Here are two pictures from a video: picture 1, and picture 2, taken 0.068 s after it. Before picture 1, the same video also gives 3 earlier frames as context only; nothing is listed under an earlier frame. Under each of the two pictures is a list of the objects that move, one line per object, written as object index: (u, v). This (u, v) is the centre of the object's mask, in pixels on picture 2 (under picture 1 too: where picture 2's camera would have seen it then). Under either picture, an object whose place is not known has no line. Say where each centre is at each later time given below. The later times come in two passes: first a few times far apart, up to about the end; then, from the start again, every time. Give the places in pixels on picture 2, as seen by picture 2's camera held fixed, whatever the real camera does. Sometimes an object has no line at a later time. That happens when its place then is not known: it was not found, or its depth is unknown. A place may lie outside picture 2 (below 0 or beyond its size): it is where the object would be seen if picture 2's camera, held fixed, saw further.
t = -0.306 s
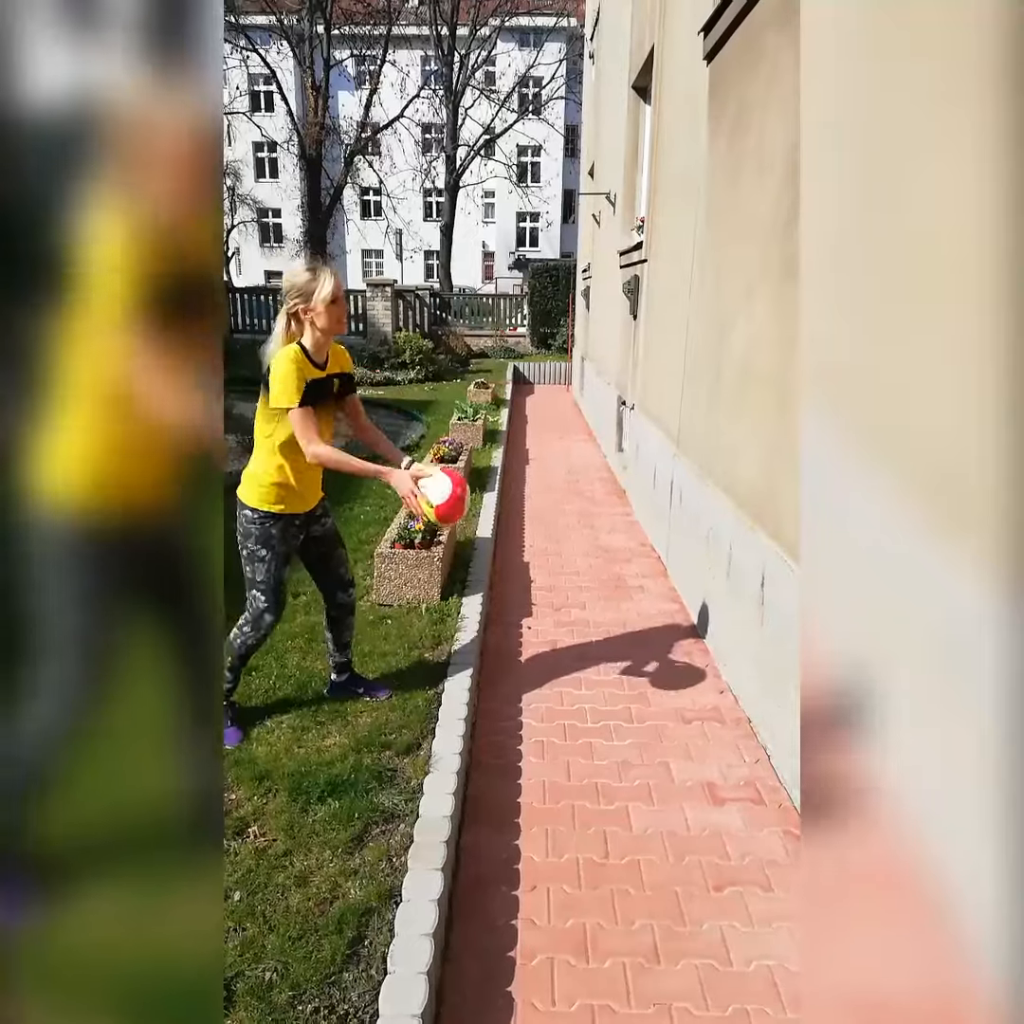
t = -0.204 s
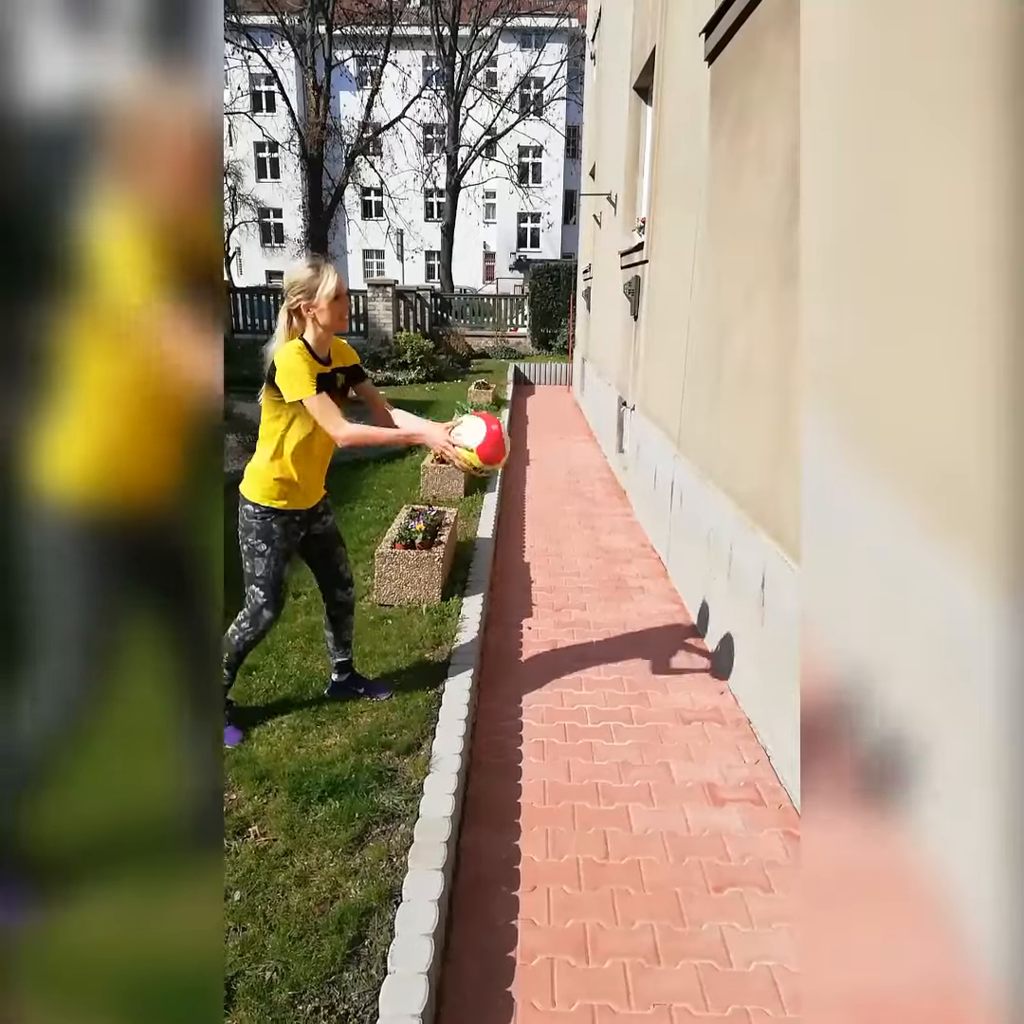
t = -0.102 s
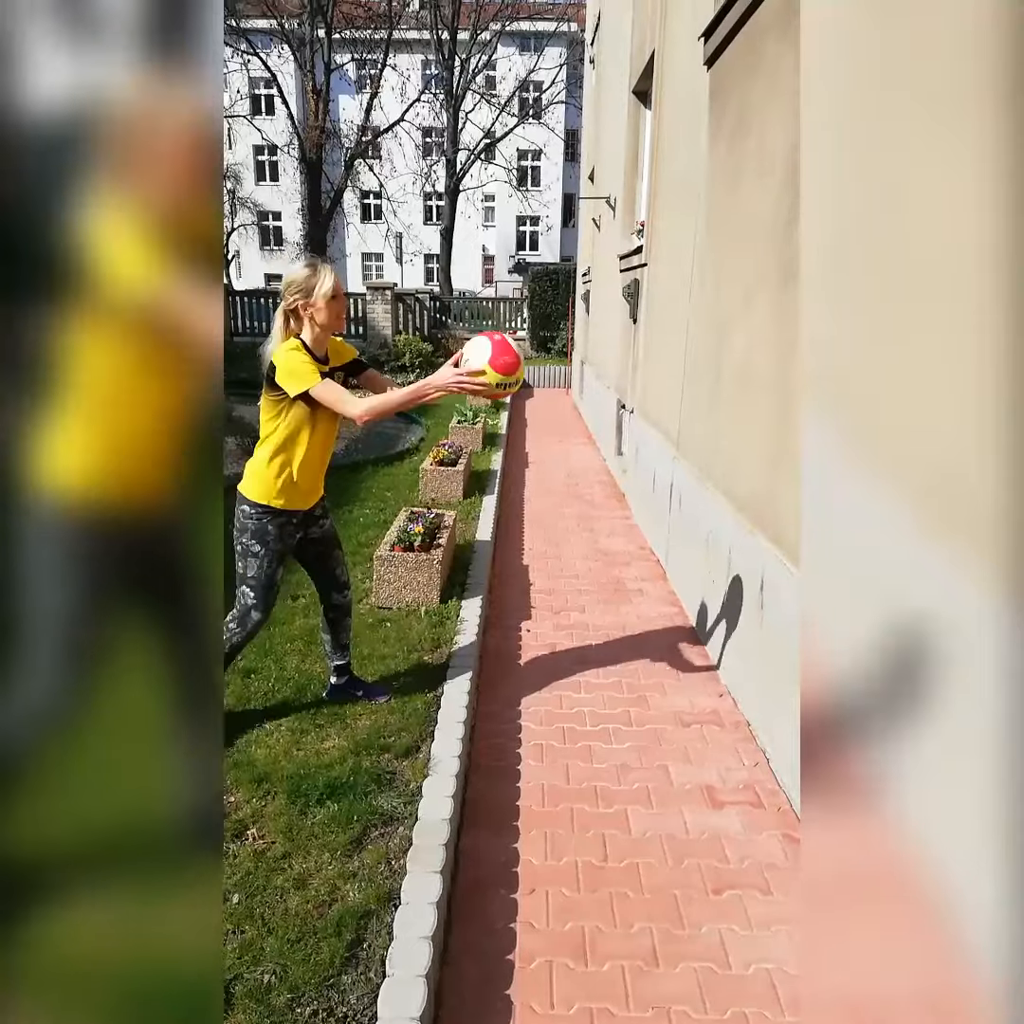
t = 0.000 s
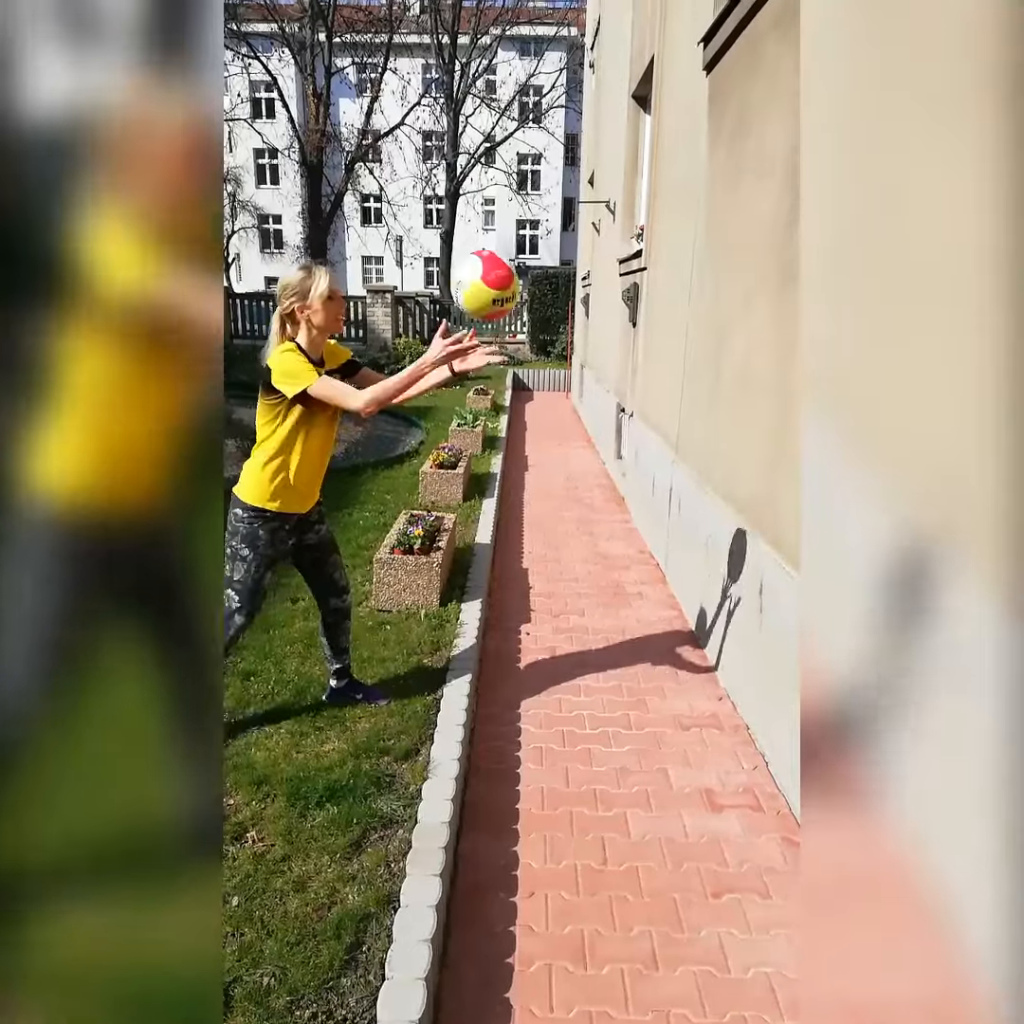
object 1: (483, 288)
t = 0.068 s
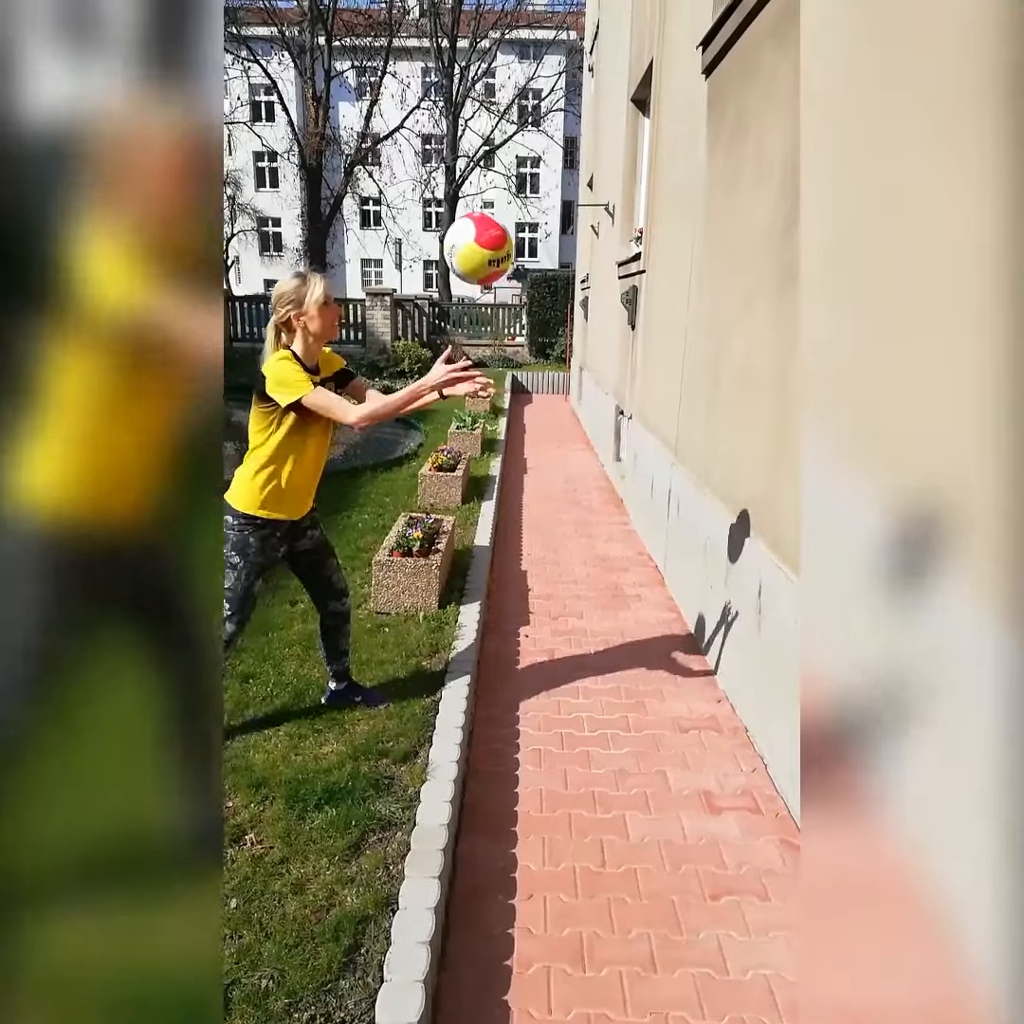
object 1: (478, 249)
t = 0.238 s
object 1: (464, 212)
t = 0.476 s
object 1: (446, 314)
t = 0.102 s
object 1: (475, 234)
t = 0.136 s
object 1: (472, 223)
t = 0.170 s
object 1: (470, 216)
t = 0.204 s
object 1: (466, 212)
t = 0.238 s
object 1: (464, 212)
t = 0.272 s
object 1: (461, 216)
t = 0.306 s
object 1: (459, 224)
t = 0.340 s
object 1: (456, 235)
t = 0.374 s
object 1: (453, 250)
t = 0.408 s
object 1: (451, 268)
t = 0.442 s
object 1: (448, 289)
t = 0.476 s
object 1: (446, 314)
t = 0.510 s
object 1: (444, 341)
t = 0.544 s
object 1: (442, 371)
